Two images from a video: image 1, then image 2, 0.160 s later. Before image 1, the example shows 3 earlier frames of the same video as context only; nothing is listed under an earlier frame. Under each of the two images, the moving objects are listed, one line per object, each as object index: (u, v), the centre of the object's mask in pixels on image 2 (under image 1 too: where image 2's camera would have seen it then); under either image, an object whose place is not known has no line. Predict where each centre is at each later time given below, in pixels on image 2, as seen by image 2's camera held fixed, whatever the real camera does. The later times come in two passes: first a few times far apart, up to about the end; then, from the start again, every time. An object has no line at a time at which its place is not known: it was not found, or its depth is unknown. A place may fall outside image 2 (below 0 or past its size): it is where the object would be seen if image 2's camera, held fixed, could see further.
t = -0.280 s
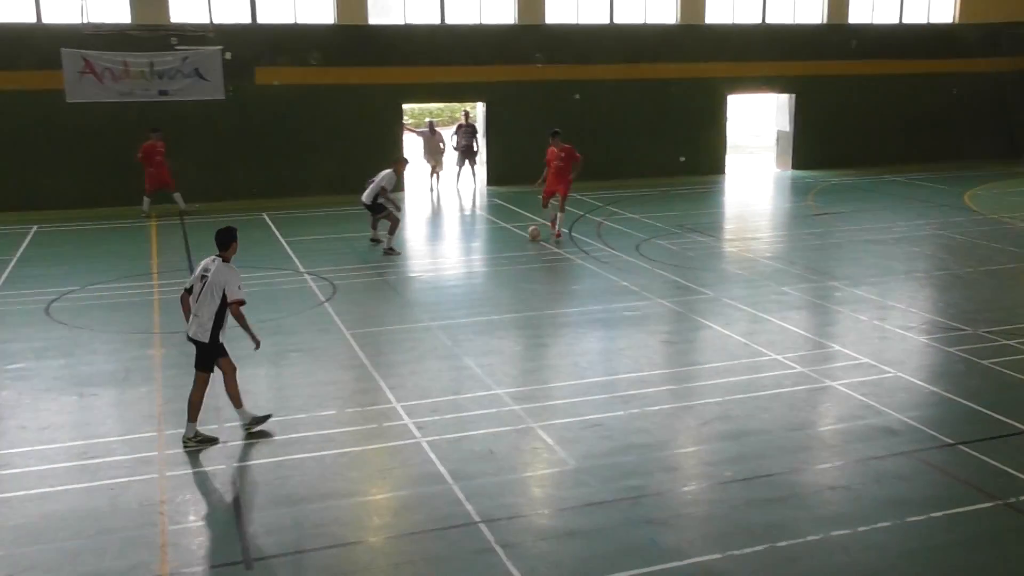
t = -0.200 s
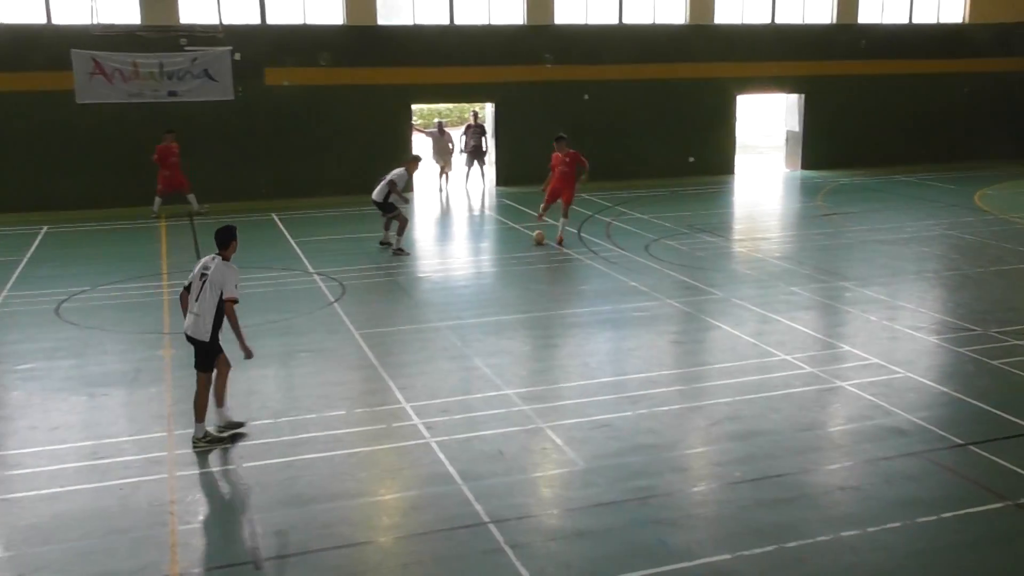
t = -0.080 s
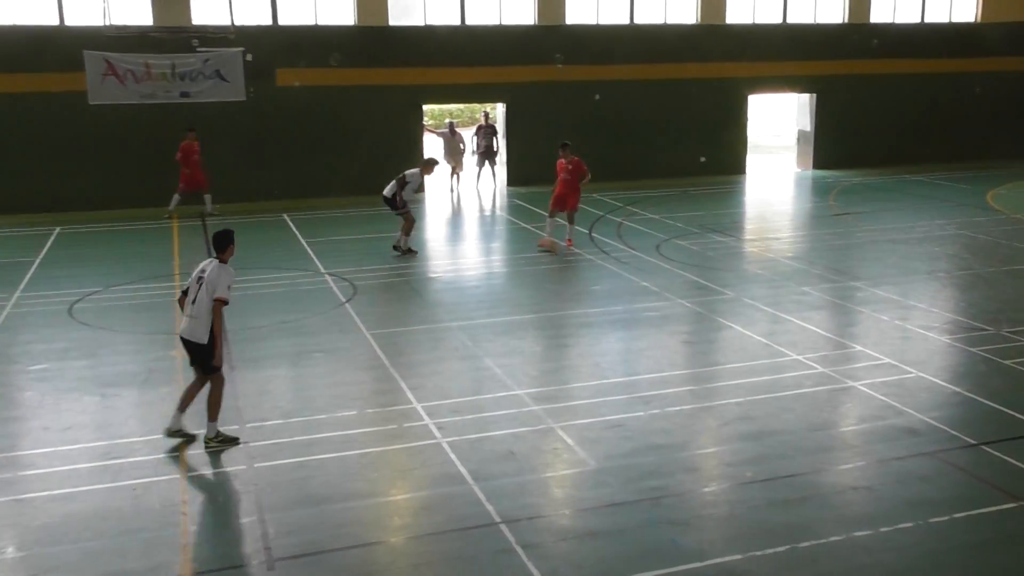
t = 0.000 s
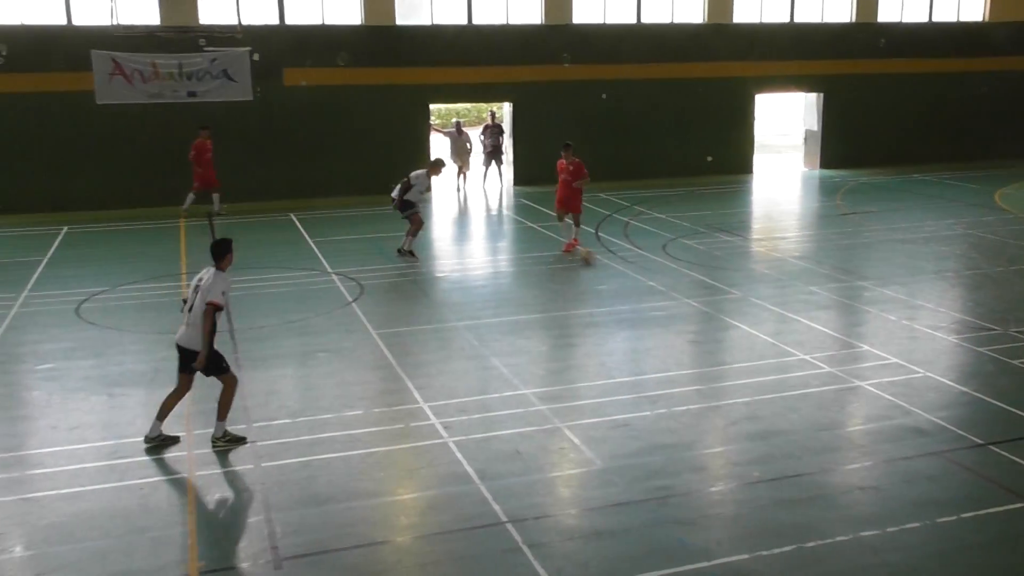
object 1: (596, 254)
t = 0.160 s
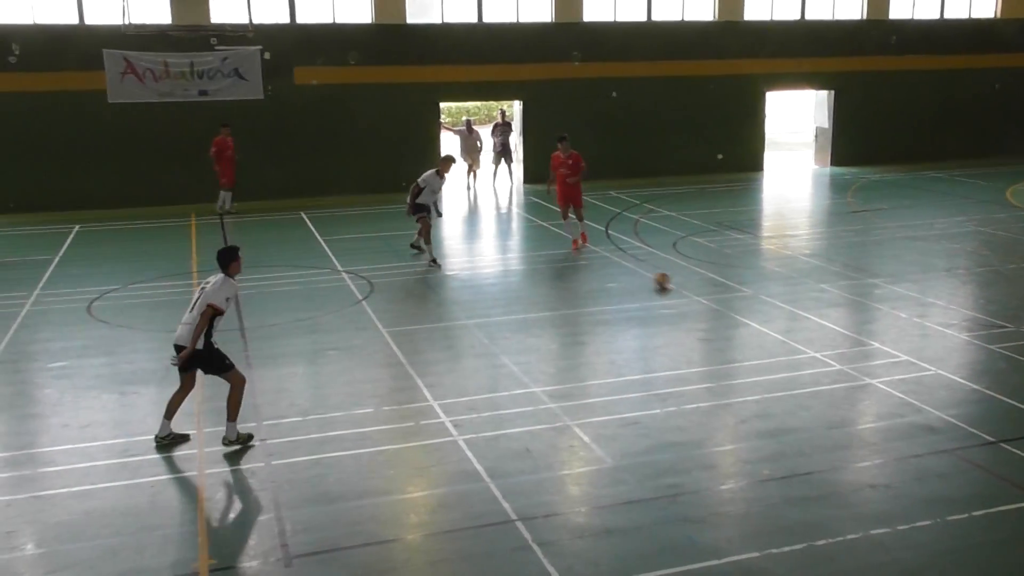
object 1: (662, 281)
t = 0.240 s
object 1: (698, 292)
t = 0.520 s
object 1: (845, 348)
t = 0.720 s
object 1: (973, 398)
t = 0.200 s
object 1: (680, 286)
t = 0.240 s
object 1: (698, 292)
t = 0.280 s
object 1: (717, 301)
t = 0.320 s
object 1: (736, 307)
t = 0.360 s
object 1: (757, 315)
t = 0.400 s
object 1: (777, 322)
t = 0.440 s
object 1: (799, 331)
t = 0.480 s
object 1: (822, 341)
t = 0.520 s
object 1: (845, 348)
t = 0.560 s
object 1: (870, 358)
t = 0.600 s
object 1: (893, 368)
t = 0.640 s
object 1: (919, 378)
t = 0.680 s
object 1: (946, 389)
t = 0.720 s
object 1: (973, 398)
